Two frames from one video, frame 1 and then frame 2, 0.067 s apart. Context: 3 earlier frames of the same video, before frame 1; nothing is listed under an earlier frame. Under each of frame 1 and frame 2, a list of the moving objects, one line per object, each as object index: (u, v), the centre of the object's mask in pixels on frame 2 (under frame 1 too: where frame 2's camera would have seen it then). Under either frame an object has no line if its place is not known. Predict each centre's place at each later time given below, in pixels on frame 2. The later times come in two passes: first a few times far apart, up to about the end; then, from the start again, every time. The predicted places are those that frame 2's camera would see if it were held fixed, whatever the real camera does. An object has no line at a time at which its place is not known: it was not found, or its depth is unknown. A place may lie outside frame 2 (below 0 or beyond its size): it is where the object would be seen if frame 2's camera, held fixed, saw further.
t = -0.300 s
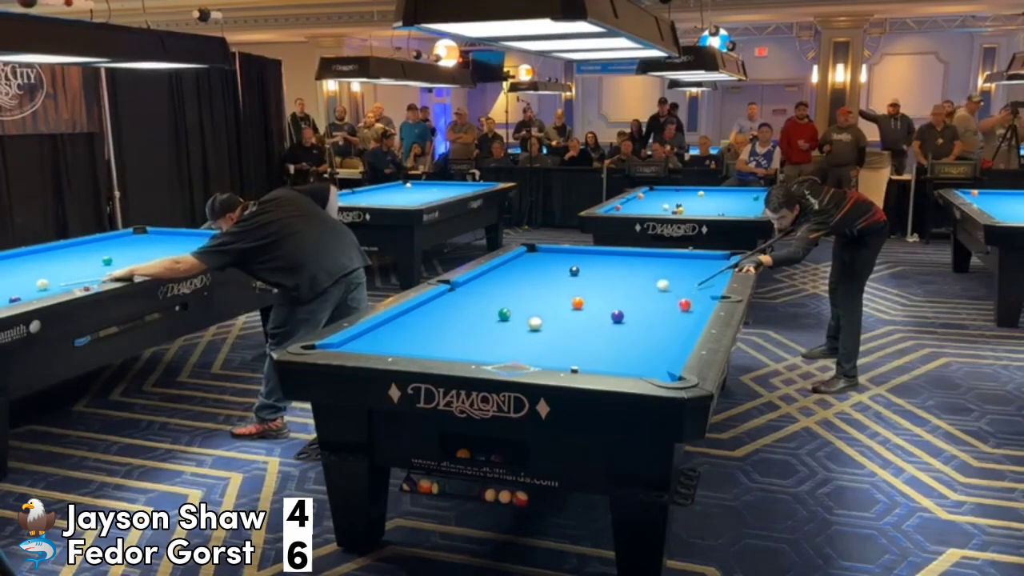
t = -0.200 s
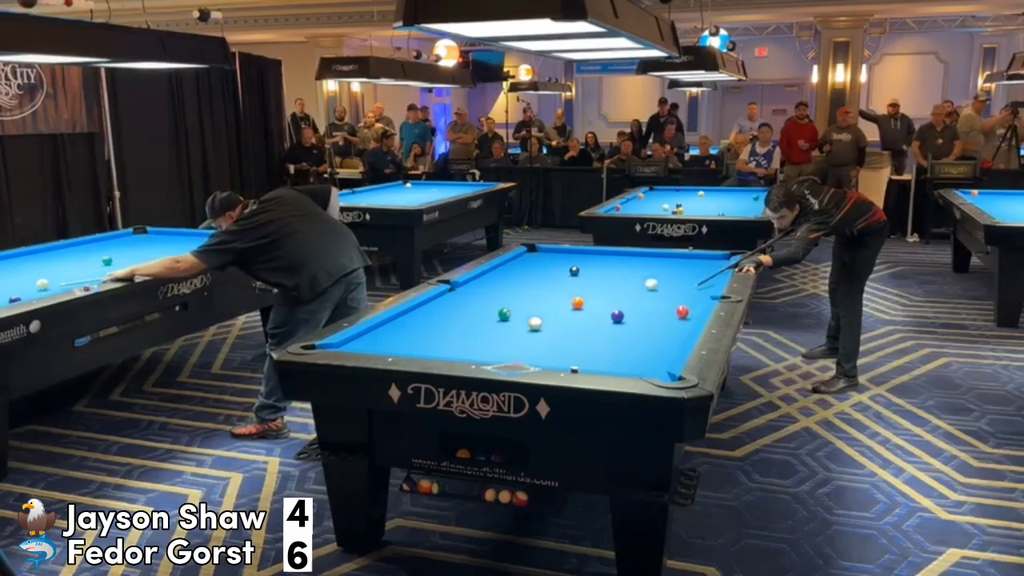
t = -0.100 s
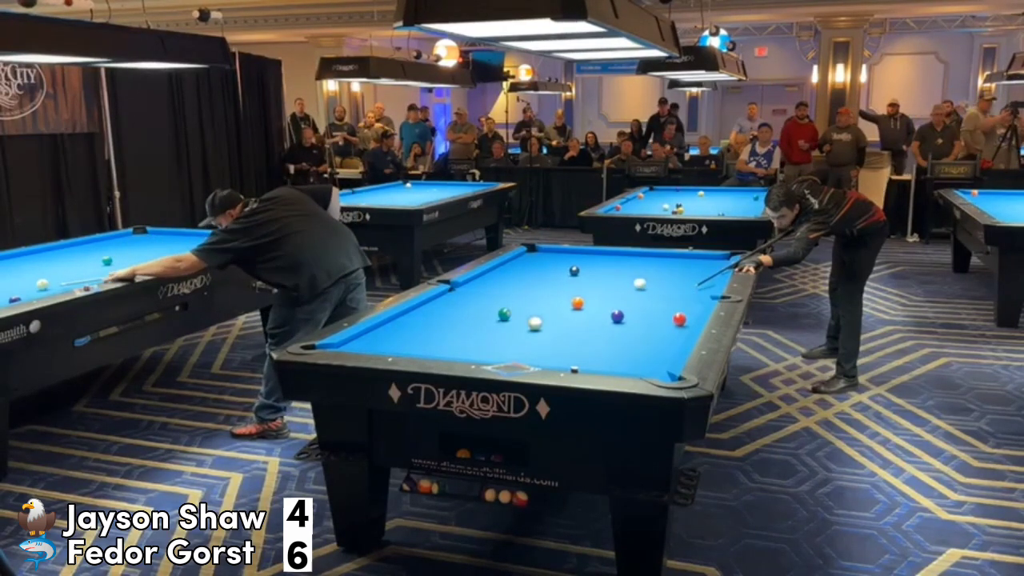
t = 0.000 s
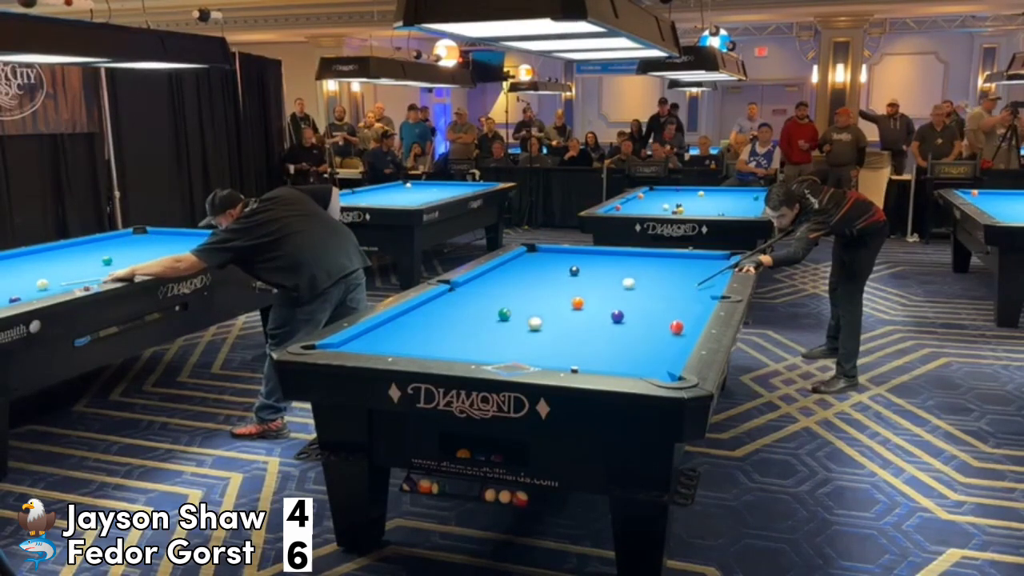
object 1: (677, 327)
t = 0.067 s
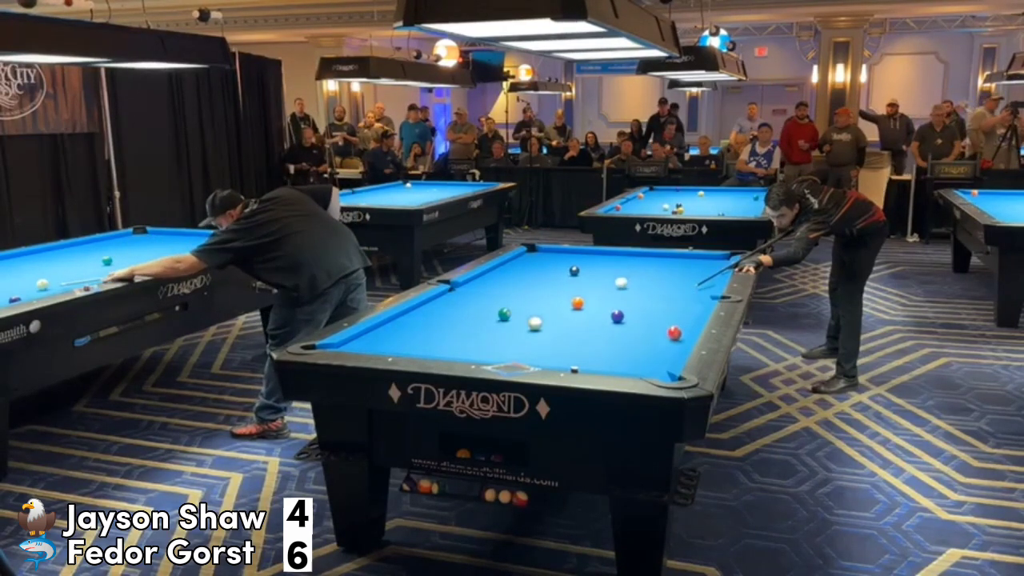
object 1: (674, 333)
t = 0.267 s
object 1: (667, 351)
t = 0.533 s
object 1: (656, 375)
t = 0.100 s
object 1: (673, 336)
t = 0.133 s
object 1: (672, 339)
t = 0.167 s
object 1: (671, 342)
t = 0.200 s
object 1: (670, 345)
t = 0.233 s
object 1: (668, 348)
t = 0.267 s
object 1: (667, 351)
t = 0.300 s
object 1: (666, 354)
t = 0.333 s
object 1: (664, 359)
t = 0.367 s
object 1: (663, 362)
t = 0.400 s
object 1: (661, 366)
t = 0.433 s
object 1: (659, 369)
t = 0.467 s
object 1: (656, 372)
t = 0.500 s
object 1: (654, 374)
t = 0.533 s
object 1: (656, 375)
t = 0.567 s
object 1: (663, 376)
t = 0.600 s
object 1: (670, 379)
